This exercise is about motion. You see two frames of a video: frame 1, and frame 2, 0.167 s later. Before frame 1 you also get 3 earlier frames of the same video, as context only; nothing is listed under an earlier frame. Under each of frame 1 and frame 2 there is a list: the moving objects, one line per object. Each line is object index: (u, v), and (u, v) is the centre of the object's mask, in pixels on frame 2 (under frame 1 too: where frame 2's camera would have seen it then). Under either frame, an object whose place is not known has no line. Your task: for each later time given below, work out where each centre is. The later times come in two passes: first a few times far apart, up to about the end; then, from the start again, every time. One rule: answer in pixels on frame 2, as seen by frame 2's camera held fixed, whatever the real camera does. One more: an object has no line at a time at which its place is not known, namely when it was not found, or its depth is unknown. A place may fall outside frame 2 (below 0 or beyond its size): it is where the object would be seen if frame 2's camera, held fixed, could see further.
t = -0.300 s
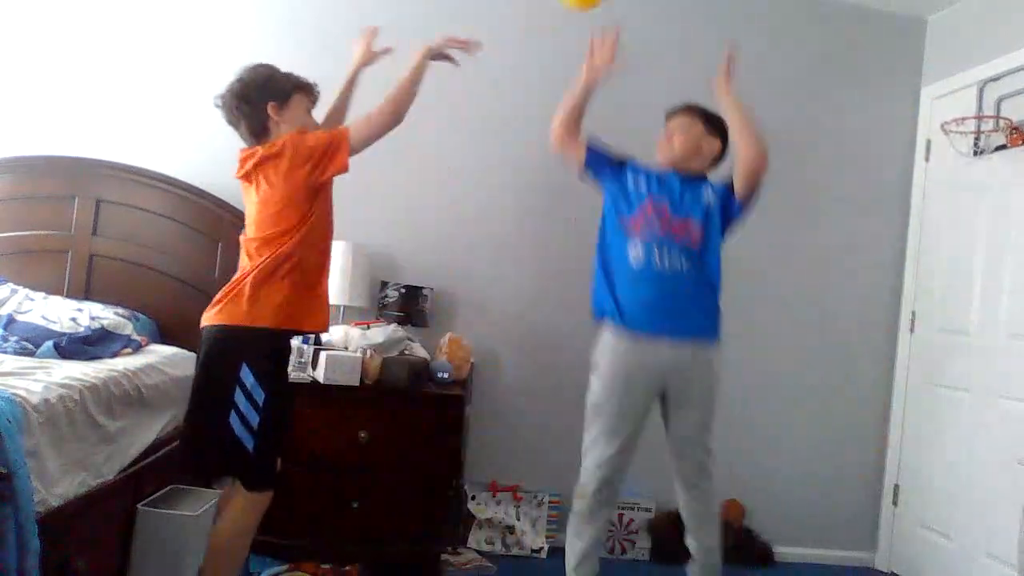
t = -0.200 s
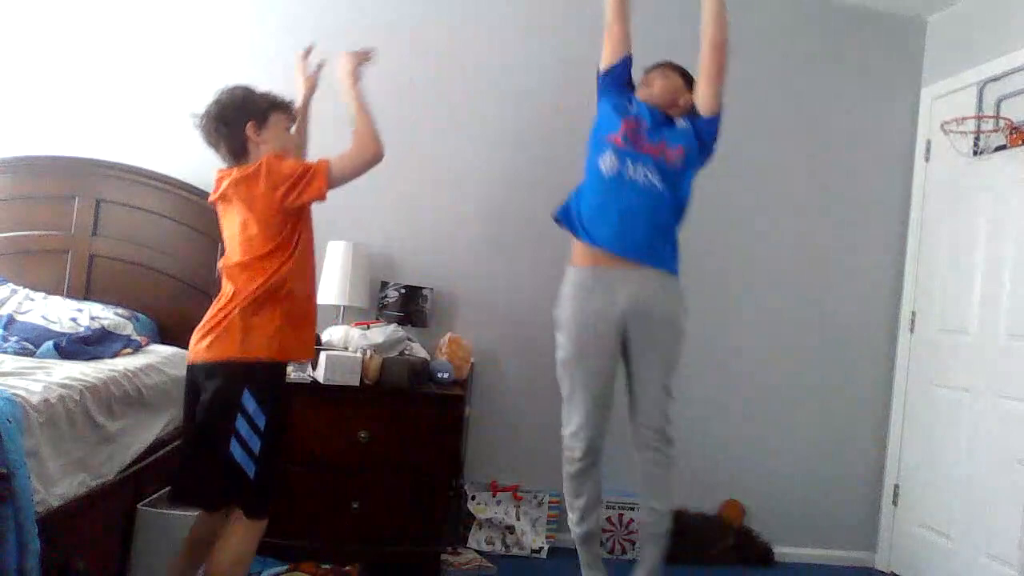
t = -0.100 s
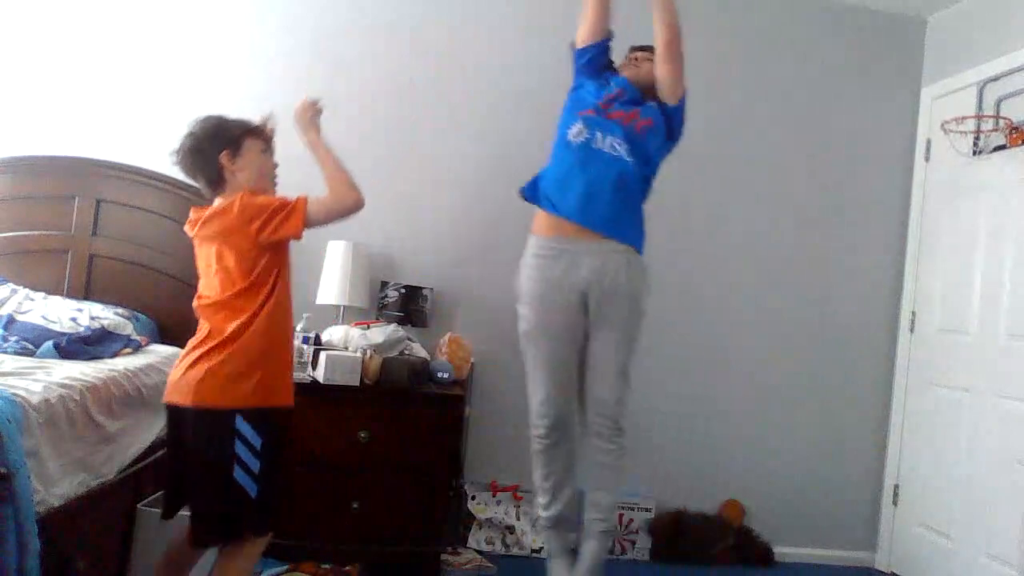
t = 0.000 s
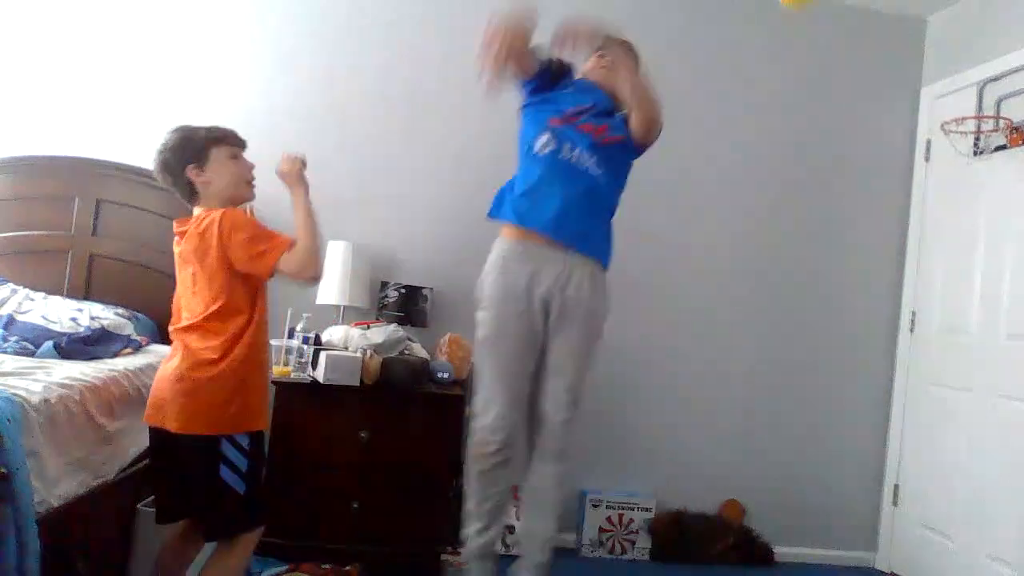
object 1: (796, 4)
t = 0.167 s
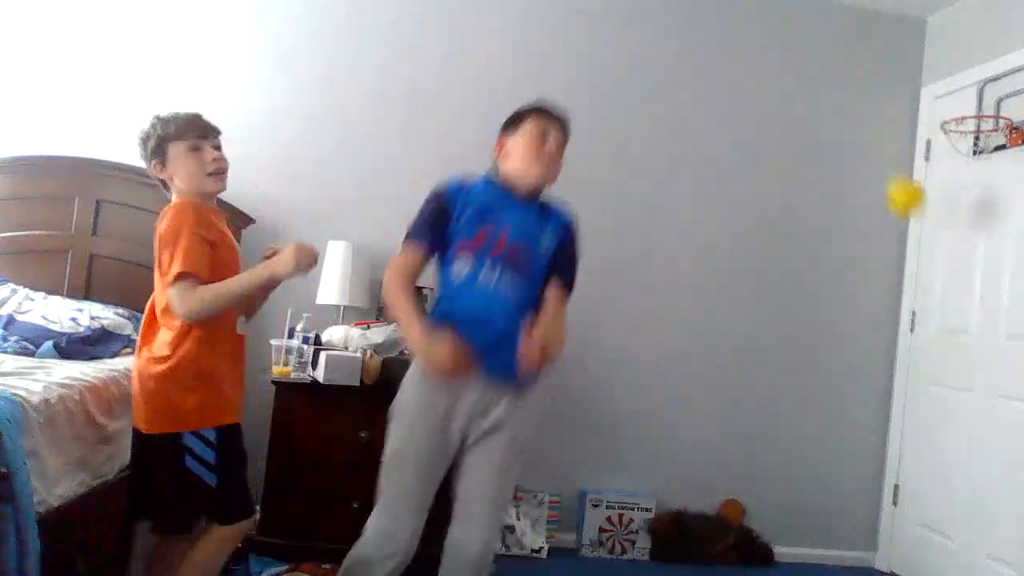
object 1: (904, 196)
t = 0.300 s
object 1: (882, 316)
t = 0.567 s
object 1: (686, 553)
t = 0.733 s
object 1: (640, 515)
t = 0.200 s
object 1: (920, 237)
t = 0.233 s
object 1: (936, 279)
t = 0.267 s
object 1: (910, 296)
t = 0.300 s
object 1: (882, 316)
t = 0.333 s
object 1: (857, 338)
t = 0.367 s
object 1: (829, 363)
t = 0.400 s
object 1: (804, 390)
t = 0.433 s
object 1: (778, 419)
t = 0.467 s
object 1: (753, 452)
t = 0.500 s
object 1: (728, 487)
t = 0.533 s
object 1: (703, 526)
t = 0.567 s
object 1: (686, 553)
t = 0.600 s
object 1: (676, 545)
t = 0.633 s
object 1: (668, 534)
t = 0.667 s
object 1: (660, 525)
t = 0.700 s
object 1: (651, 518)
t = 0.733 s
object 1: (640, 515)
